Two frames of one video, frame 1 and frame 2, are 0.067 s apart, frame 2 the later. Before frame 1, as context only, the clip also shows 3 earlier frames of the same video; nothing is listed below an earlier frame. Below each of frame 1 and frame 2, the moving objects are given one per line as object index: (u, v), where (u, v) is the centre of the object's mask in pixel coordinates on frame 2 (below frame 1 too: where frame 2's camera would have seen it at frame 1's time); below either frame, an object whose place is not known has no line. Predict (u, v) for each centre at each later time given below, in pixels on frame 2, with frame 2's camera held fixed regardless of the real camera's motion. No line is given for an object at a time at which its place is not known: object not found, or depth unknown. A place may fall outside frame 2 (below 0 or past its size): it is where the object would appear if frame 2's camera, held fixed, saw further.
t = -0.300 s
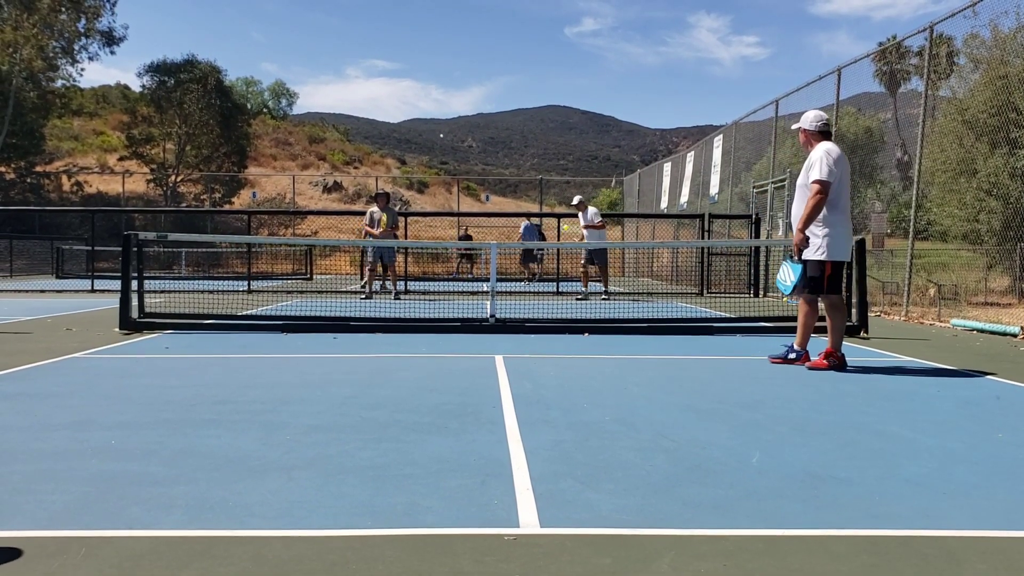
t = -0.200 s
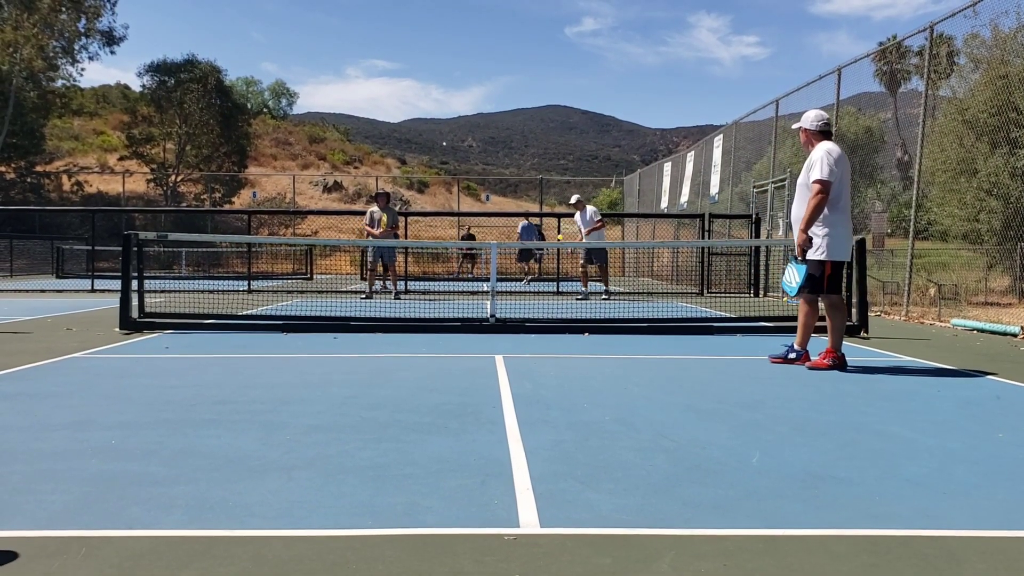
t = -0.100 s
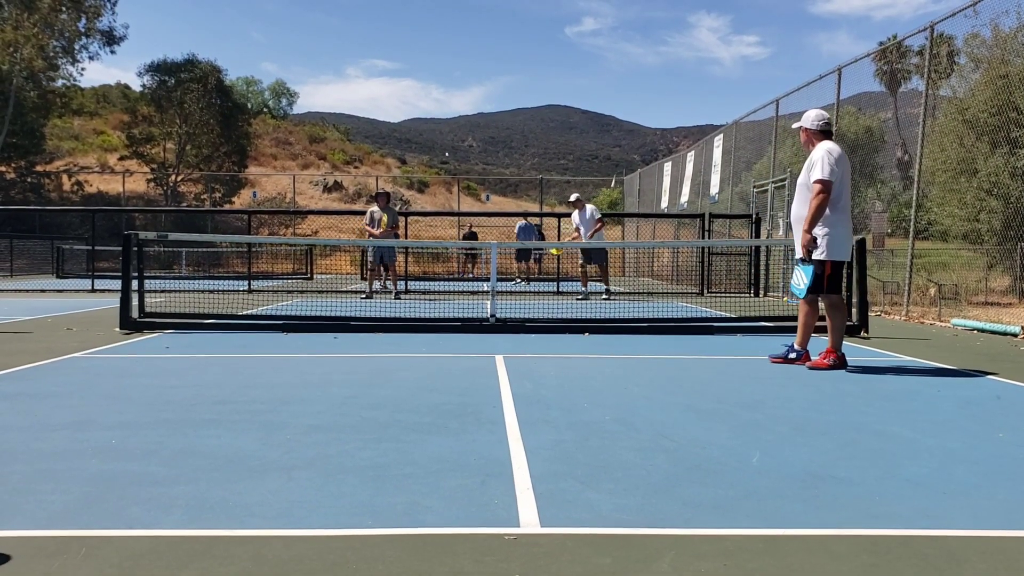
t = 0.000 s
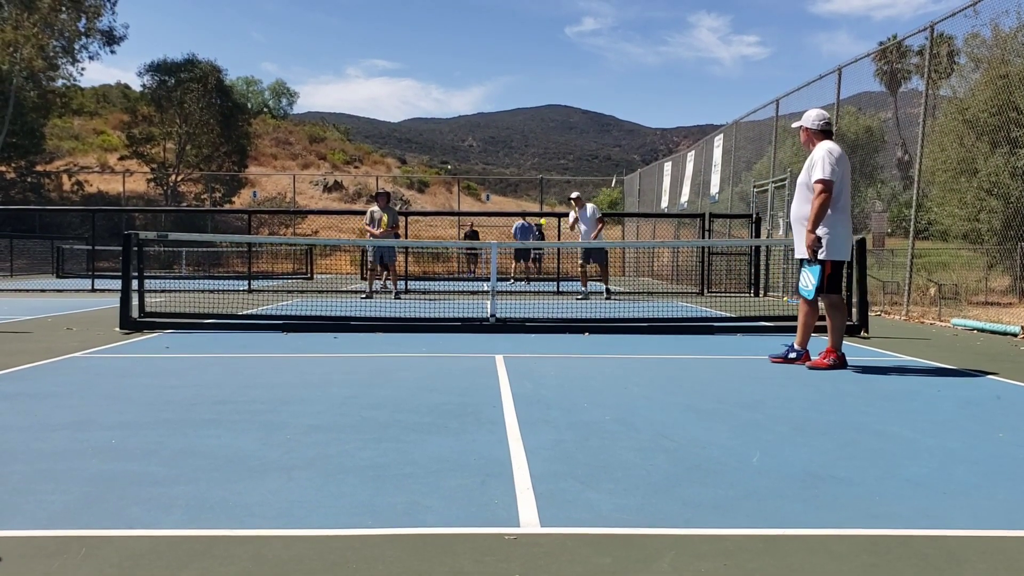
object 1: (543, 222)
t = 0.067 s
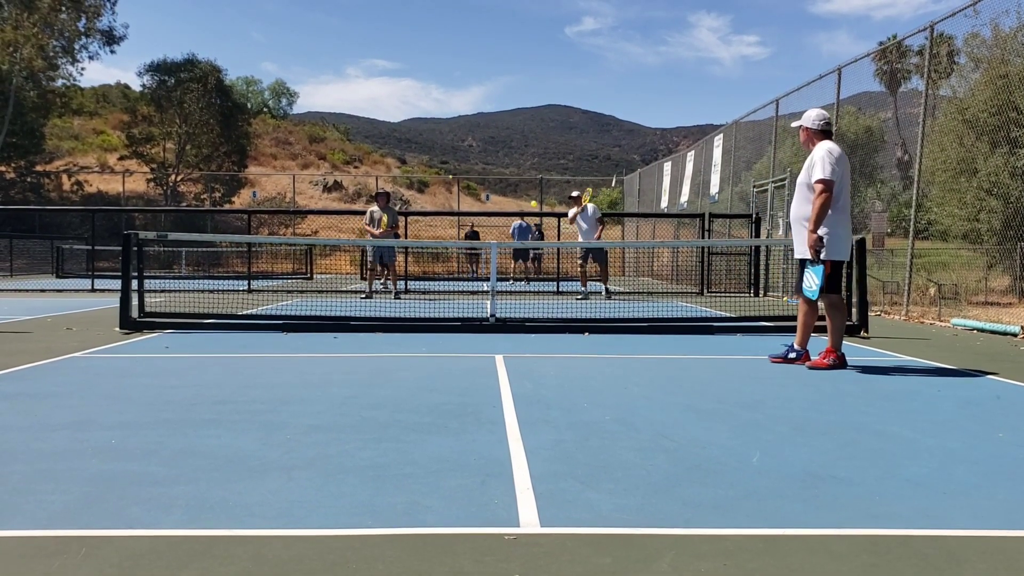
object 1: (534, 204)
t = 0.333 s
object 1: (479, 157)
